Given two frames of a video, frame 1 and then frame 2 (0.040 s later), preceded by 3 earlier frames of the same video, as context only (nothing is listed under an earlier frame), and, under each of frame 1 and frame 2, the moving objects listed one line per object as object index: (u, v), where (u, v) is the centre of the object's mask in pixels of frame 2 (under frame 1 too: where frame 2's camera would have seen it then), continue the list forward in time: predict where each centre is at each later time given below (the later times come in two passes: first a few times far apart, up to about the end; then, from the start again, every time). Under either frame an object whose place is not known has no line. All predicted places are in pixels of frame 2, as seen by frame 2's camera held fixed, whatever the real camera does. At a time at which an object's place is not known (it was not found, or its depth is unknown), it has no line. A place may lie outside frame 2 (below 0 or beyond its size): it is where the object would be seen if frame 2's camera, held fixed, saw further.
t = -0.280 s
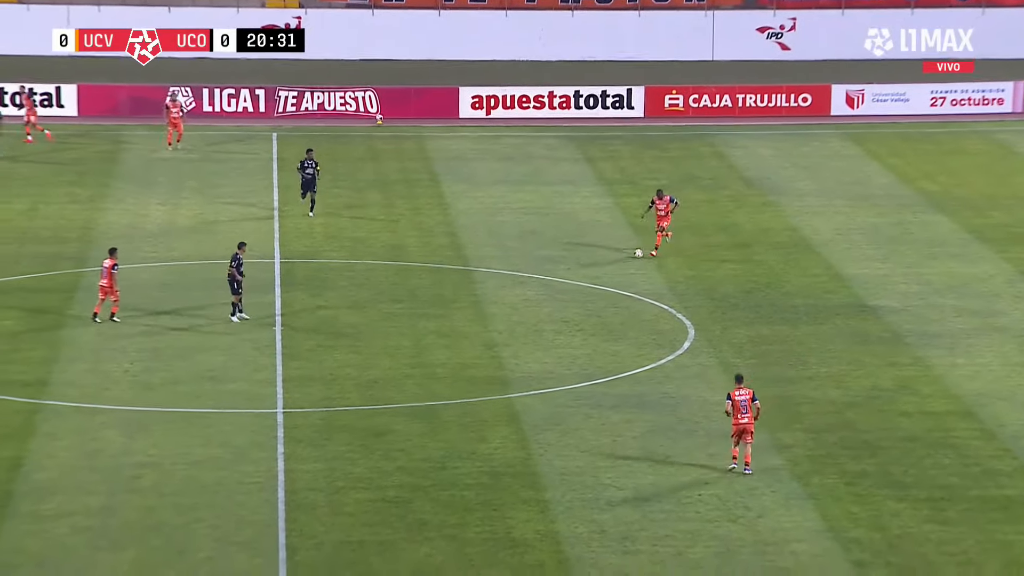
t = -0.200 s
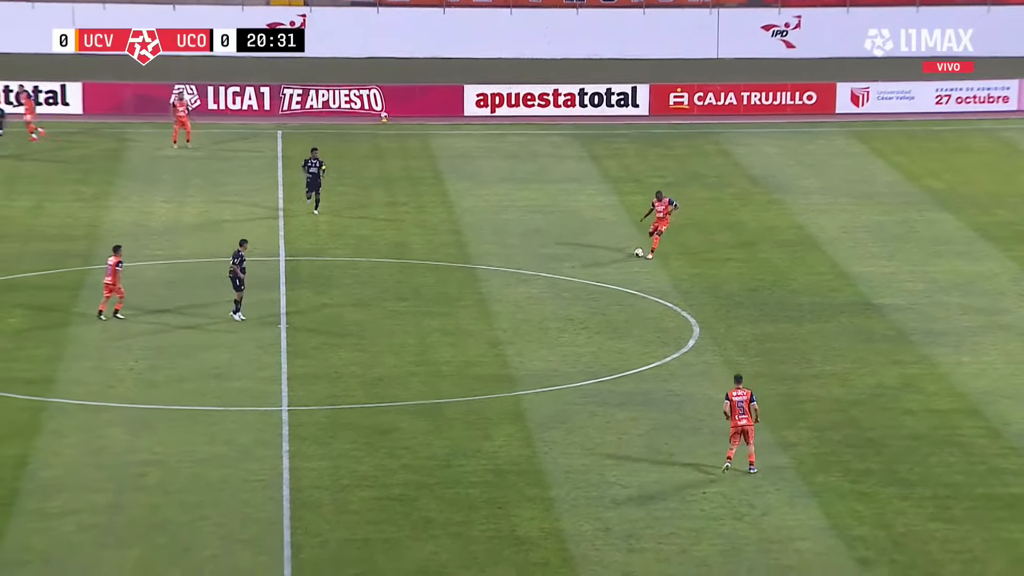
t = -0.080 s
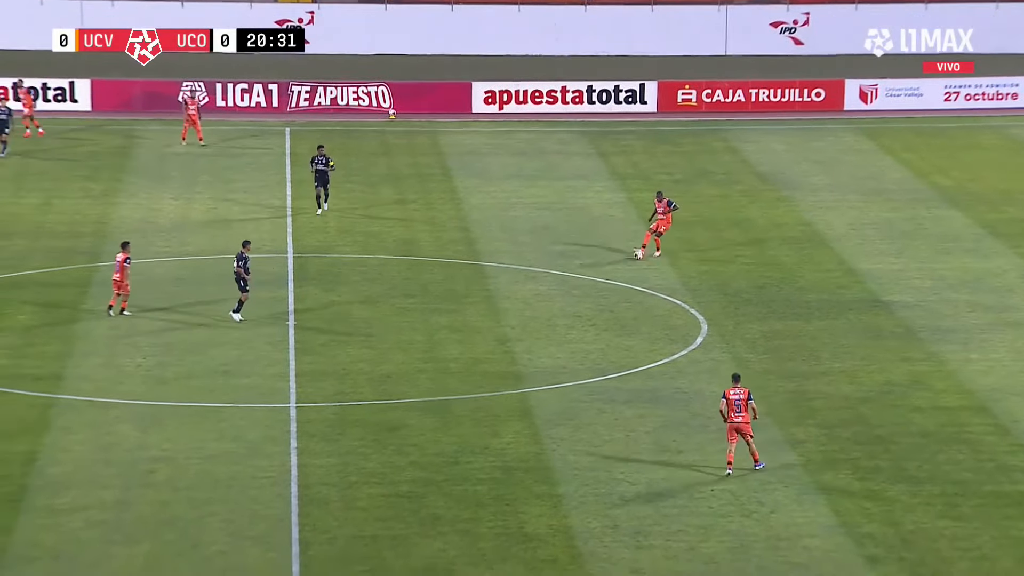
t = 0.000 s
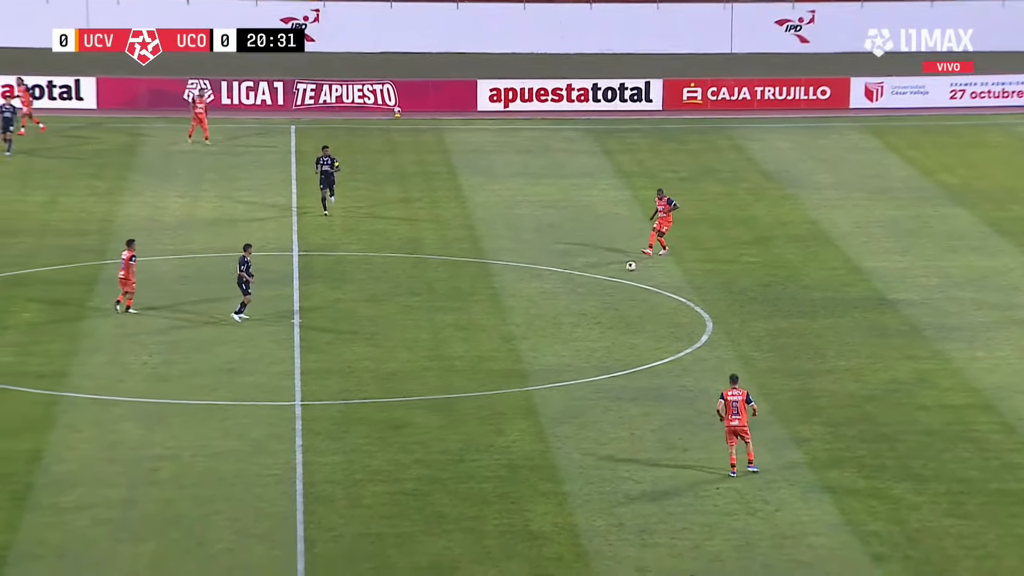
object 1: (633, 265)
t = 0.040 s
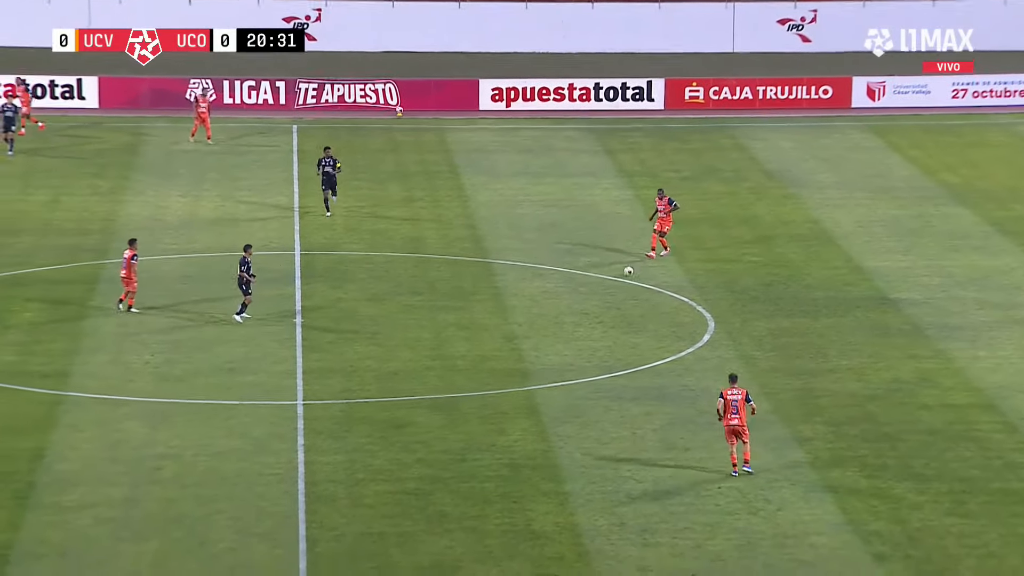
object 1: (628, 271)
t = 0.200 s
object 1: (609, 294)
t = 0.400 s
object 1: (590, 323)
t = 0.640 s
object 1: (574, 345)
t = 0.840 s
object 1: (563, 364)
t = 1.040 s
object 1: (550, 383)
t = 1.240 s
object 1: (538, 402)
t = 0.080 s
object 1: (622, 278)
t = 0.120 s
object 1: (618, 282)
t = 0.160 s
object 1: (614, 286)
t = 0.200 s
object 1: (609, 294)
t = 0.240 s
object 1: (605, 300)
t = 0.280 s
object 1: (601, 305)
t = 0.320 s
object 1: (598, 309)
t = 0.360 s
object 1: (594, 314)
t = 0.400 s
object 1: (590, 323)
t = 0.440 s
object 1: (588, 324)
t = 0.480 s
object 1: (586, 326)
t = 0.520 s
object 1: (583, 330)
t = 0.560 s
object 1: (580, 334)
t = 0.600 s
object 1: (577, 340)
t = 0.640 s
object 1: (574, 345)
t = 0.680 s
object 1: (573, 348)
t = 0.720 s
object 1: (570, 351)
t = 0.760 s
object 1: (568, 354)
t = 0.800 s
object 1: (565, 360)
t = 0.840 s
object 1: (563, 364)
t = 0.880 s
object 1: (561, 369)
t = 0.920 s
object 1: (558, 371)
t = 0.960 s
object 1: (556, 374)
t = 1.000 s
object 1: (553, 379)
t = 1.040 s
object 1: (550, 383)
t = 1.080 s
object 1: (548, 388)
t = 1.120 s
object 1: (545, 390)
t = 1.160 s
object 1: (543, 393)
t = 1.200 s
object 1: (540, 398)
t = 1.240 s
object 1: (538, 402)
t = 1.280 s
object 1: (536, 406)
